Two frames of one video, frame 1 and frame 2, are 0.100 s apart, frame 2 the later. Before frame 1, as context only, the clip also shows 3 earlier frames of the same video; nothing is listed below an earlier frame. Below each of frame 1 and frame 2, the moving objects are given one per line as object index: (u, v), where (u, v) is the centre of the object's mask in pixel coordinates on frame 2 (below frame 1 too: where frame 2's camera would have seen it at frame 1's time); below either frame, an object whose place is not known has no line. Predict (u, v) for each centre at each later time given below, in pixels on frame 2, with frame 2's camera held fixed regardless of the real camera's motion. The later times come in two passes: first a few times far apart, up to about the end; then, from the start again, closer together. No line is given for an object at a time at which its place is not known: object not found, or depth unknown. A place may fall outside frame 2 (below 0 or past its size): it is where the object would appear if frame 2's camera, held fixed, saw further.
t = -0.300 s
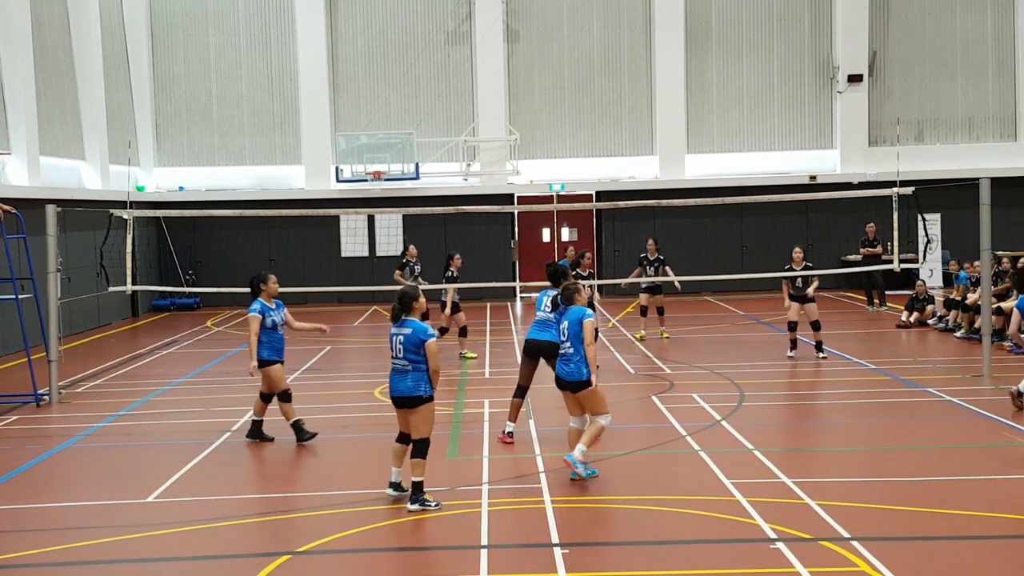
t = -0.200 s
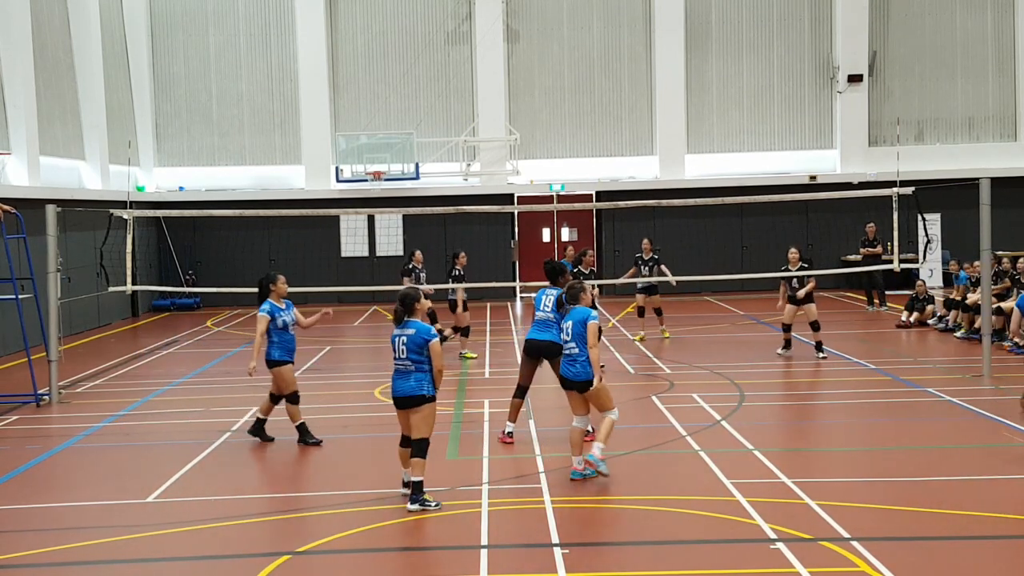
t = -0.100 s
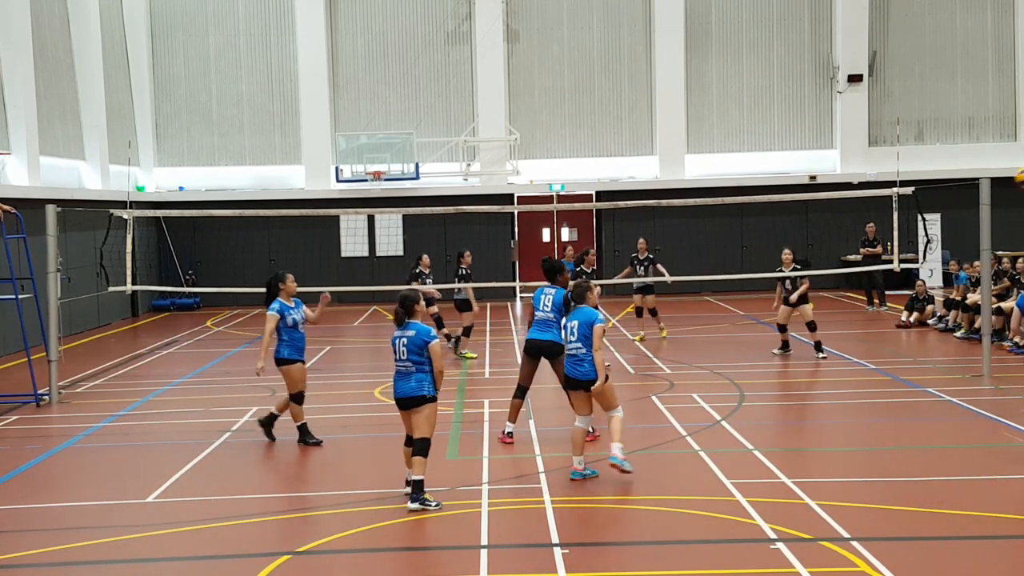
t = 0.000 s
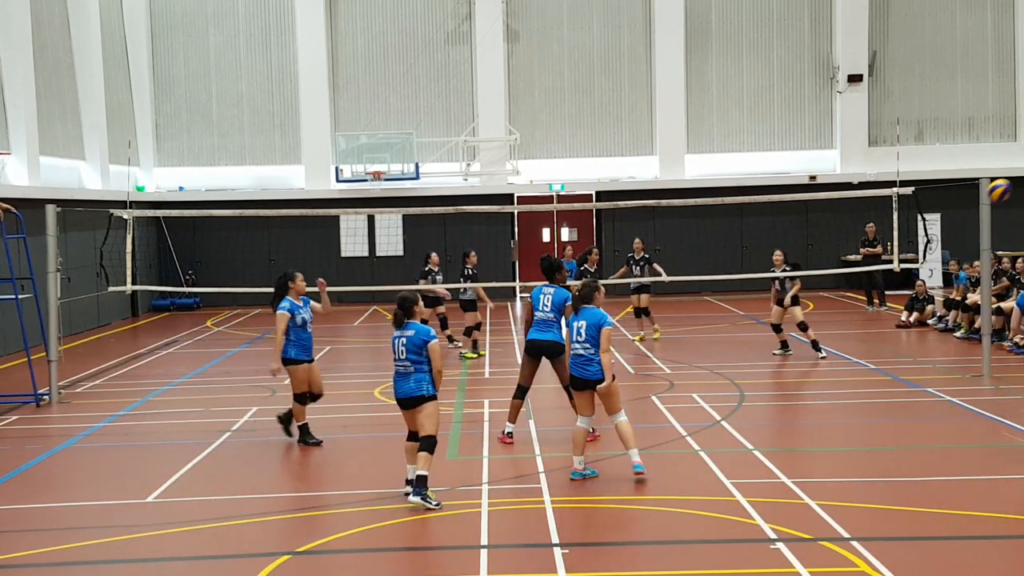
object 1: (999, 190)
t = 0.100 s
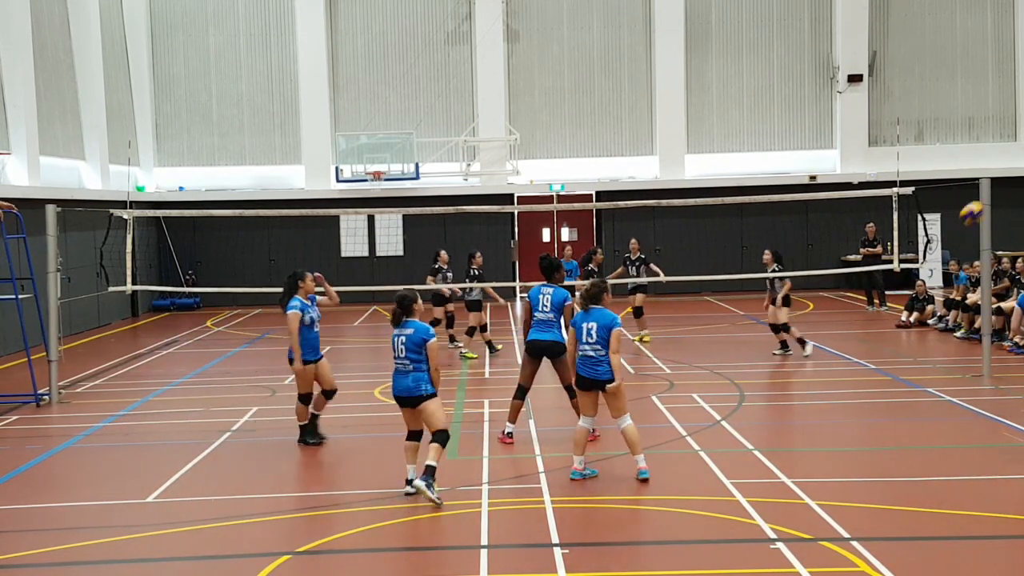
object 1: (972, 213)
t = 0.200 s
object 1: (947, 244)
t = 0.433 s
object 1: (889, 349)
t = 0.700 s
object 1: (843, 331)
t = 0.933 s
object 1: (807, 296)
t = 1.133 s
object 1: (779, 304)
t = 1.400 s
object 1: (741, 372)
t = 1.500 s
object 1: (729, 389)
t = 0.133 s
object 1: (964, 222)
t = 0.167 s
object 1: (956, 231)
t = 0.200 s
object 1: (947, 244)
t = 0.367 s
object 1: (905, 314)
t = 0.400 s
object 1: (897, 332)
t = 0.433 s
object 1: (889, 349)
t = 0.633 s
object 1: (853, 351)
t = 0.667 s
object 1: (848, 341)
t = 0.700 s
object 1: (843, 331)
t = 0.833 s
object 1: (822, 305)
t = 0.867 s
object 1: (817, 301)
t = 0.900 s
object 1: (812, 298)
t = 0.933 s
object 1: (807, 296)
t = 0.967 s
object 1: (802, 295)
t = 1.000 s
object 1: (797, 295)
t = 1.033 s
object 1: (793, 296)
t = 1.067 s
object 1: (788, 298)
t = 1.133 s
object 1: (779, 304)
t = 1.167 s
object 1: (774, 309)
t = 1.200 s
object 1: (769, 315)
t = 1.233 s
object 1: (763, 323)
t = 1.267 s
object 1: (759, 331)
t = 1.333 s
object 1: (751, 349)
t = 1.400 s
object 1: (741, 372)
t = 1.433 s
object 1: (737, 385)
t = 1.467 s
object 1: (733, 398)
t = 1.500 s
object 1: (729, 389)
